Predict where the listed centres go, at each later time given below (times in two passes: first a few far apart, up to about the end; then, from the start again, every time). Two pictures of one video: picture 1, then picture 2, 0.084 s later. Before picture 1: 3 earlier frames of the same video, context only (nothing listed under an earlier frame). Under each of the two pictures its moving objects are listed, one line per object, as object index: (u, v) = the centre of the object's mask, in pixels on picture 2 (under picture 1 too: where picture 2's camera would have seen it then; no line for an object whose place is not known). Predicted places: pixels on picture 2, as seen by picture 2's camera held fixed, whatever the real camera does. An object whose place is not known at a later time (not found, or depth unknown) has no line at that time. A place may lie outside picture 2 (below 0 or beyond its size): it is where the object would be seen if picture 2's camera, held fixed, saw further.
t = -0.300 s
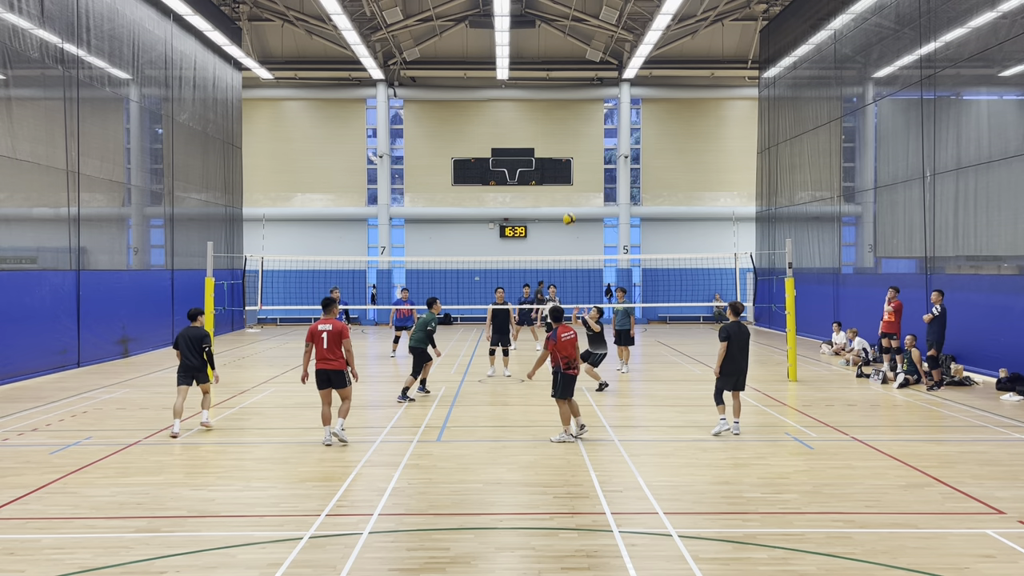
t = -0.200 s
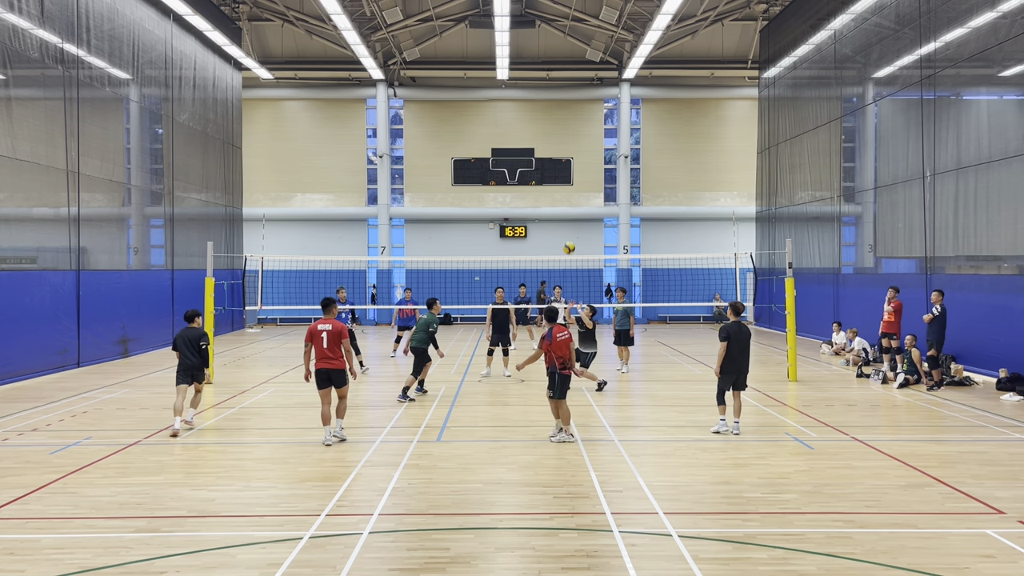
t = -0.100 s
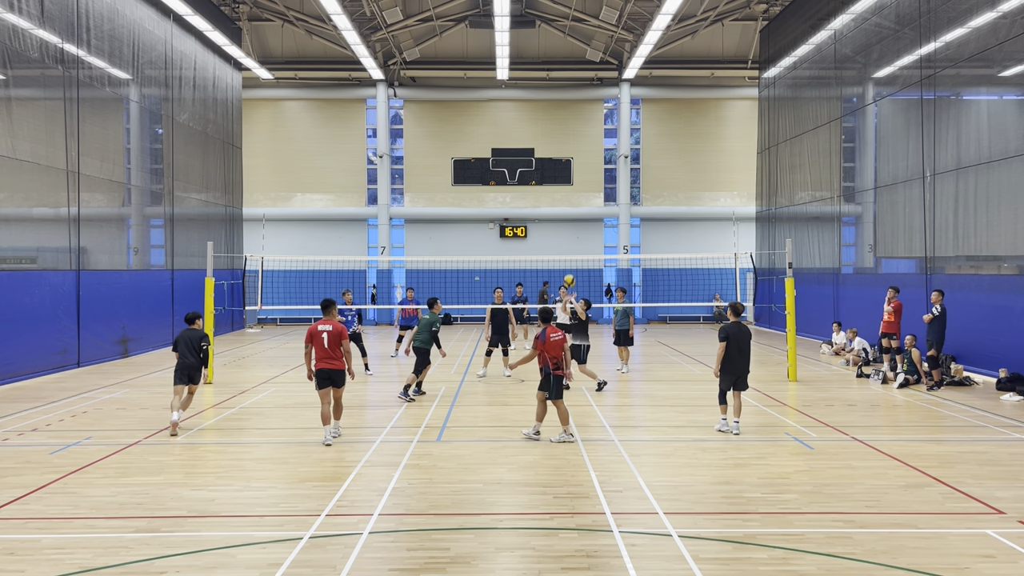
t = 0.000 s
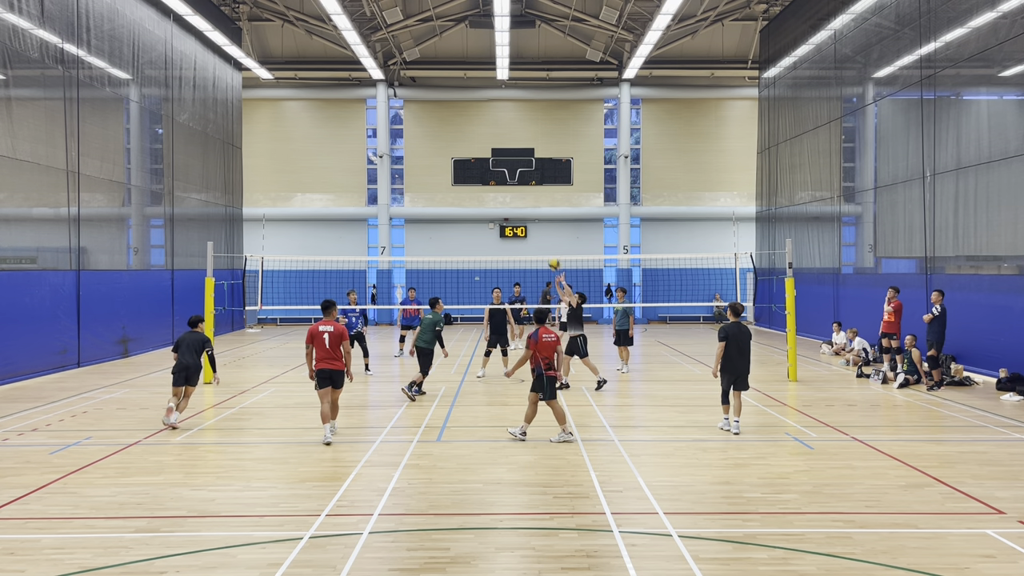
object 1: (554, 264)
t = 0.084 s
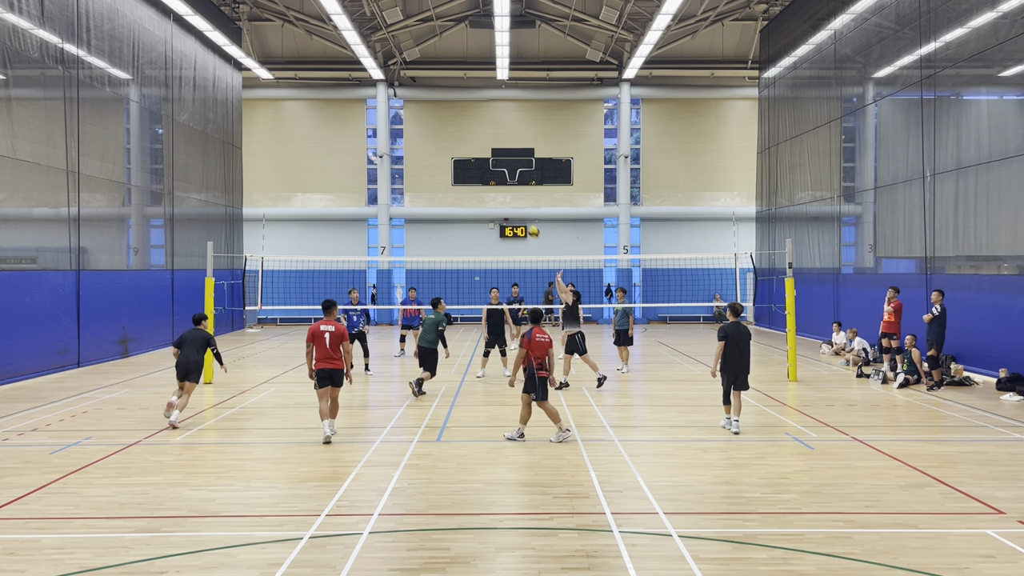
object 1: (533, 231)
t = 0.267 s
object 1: (489, 178)
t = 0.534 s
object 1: (426, 134)
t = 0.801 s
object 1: (367, 132)
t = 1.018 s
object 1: (320, 159)
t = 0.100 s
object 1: (530, 226)
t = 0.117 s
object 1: (525, 221)
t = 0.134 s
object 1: (522, 216)
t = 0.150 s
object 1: (517, 210)
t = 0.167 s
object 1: (513, 204)
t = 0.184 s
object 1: (509, 199)
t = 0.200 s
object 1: (505, 195)
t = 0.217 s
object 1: (501, 190)
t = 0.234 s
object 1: (497, 186)
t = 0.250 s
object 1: (493, 181)
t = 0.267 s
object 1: (489, 178)
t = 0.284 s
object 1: (485, 174)
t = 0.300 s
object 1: (481, 170)
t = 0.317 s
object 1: (477, 166)
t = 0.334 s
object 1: (473, 163)
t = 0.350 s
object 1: (470, 160)
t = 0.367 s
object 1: (466, 157)
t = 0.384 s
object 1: (461, 153)
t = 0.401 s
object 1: (458, 151)
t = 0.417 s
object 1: (454, 148)
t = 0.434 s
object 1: (450, 145)
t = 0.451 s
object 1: (446, 143)
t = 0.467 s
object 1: (442, 141)
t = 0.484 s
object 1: (438, 139)
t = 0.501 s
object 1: (434, 137)
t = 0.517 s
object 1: (430, 135)
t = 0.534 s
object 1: (426, 134)
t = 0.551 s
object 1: (423, 133)
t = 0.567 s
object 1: (419, 131)
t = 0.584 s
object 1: (415, 130)
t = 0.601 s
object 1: (411, 129)
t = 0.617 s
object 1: (408, 129)
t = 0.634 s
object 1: (404, 128)
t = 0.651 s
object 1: (400, 128)
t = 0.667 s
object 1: (396, 128)
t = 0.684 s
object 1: (393, 128)
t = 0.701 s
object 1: (389, 128)
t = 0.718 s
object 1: (386, 128)
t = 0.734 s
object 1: (381, 129)
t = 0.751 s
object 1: (377, 129)
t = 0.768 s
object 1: (374, 130)
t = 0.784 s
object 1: (370, 131)
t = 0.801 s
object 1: (367, 132)
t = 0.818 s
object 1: (363, 133)
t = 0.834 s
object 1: (360, 134)
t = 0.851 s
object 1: (356, 136)
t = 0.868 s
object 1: (352, 137)
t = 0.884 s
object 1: (348, 139)
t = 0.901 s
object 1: (345, 141)
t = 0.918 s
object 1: (341, 143)
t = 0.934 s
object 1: (338, 146)
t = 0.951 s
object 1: (334, 148)
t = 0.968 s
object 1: (331, 151)
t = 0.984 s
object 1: (327, 153)
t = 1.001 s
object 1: (324, 157)
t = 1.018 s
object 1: (320, 159)
